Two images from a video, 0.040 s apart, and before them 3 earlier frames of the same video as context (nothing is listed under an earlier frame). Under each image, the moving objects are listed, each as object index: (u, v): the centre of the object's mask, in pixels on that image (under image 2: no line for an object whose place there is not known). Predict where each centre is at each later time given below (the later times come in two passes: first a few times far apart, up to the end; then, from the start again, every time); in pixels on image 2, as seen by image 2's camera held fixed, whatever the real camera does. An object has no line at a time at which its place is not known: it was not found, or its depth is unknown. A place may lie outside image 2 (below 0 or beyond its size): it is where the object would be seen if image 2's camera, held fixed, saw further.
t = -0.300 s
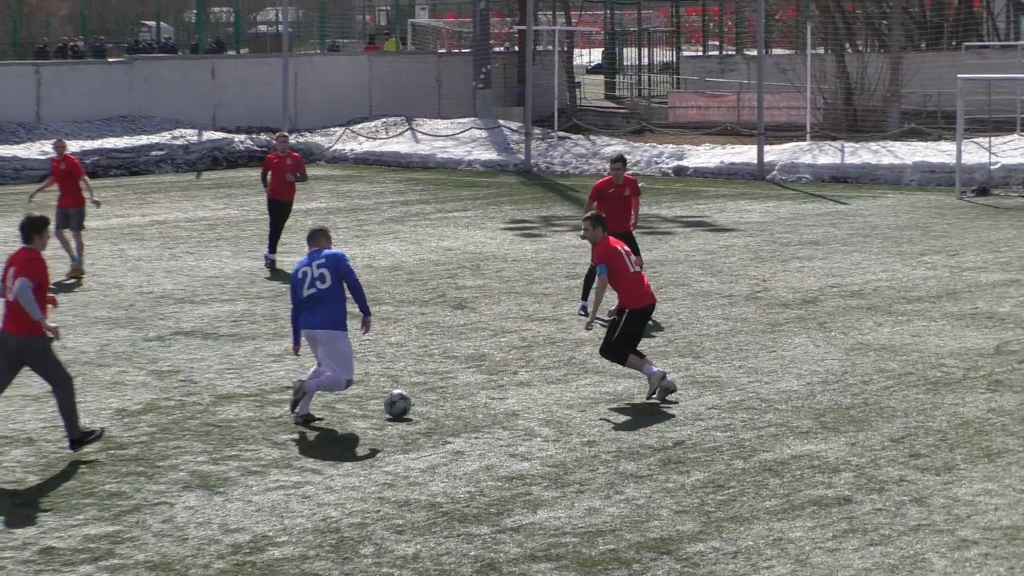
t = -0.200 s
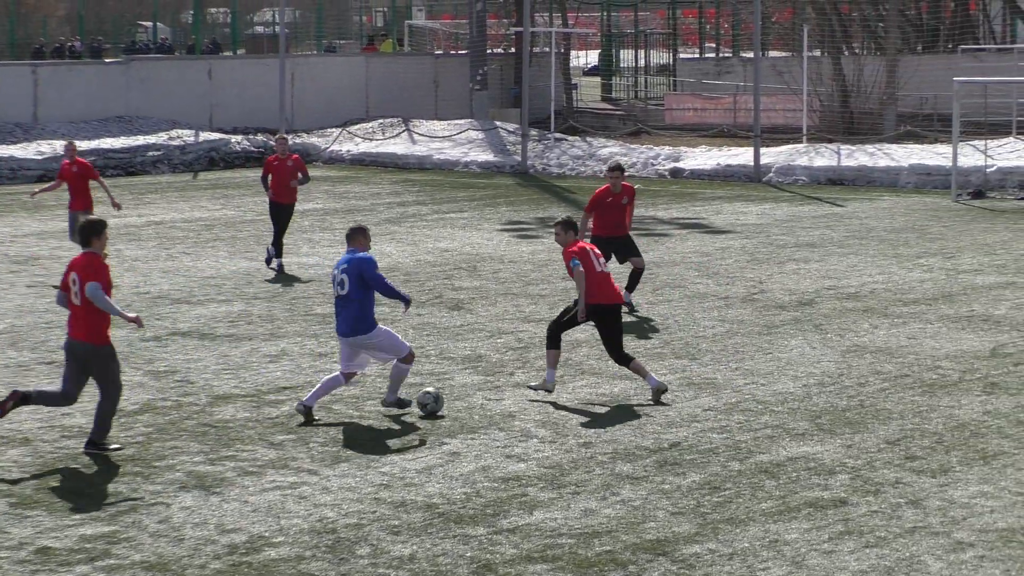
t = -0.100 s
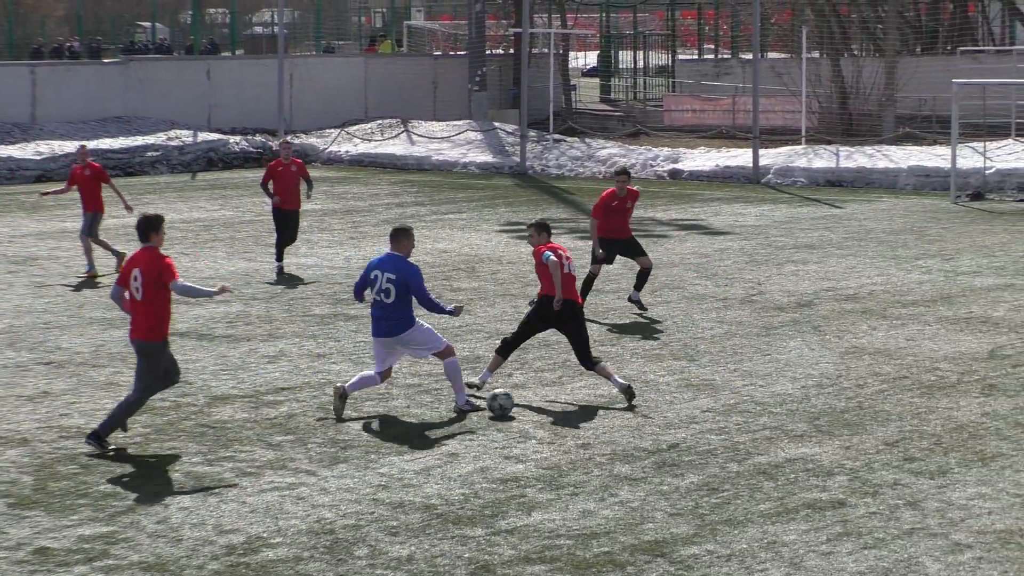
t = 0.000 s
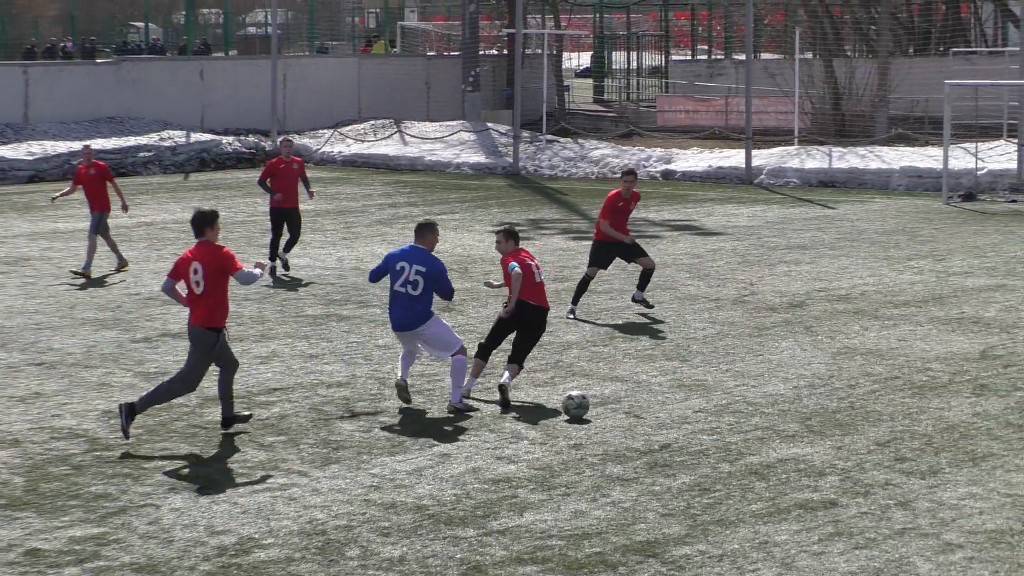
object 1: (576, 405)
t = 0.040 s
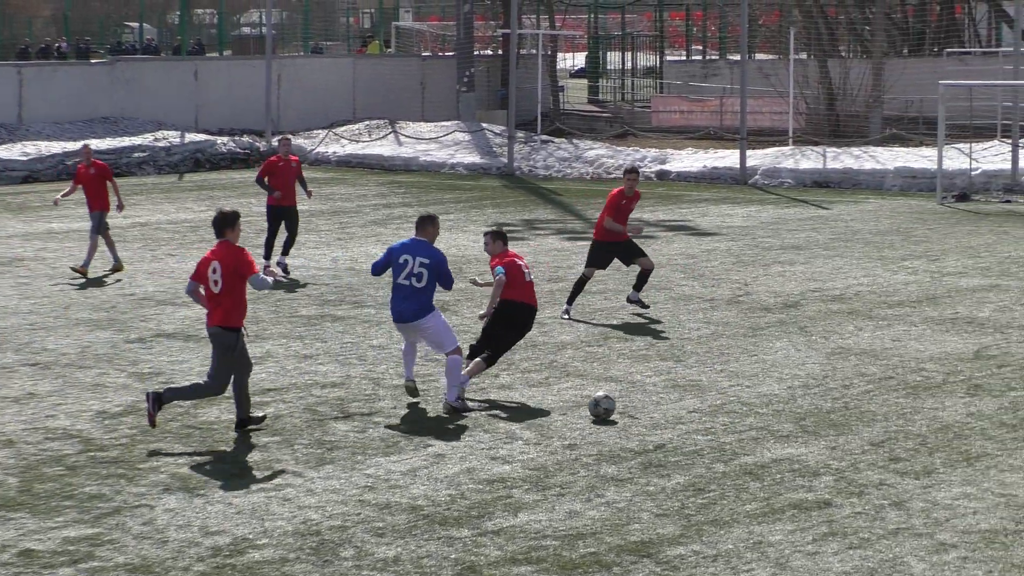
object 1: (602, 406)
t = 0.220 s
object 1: (731, 408)
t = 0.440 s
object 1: (880, 412)
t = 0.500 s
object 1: (920, 410)
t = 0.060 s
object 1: (616, 406)
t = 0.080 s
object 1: (632, 406)
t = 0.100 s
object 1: (647, 407)
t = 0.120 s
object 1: (662, 408)
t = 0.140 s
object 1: (677, 410)
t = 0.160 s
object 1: (691, 408)
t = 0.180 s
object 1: (704, 408)
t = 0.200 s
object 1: (718, 408)
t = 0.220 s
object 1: (731, 408)
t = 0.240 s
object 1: (745, 409)
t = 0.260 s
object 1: (759, 410)
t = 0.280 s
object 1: (772, 410)
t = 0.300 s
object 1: (786, 409)
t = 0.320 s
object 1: (799, 408)
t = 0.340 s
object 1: (813, 407)
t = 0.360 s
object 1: (826, 407)
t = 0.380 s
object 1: (839, 407)
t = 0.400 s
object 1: (853, 409)
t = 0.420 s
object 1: (866, 410)
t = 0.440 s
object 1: (880, 412)
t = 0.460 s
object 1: (893, 411)
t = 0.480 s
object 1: (907, 411)
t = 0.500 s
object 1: (920, 410)
